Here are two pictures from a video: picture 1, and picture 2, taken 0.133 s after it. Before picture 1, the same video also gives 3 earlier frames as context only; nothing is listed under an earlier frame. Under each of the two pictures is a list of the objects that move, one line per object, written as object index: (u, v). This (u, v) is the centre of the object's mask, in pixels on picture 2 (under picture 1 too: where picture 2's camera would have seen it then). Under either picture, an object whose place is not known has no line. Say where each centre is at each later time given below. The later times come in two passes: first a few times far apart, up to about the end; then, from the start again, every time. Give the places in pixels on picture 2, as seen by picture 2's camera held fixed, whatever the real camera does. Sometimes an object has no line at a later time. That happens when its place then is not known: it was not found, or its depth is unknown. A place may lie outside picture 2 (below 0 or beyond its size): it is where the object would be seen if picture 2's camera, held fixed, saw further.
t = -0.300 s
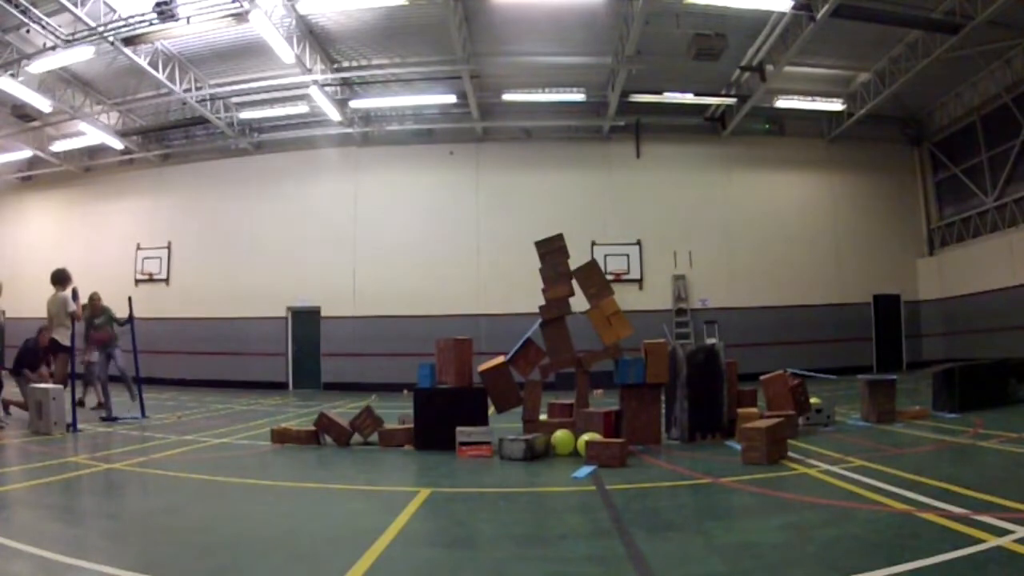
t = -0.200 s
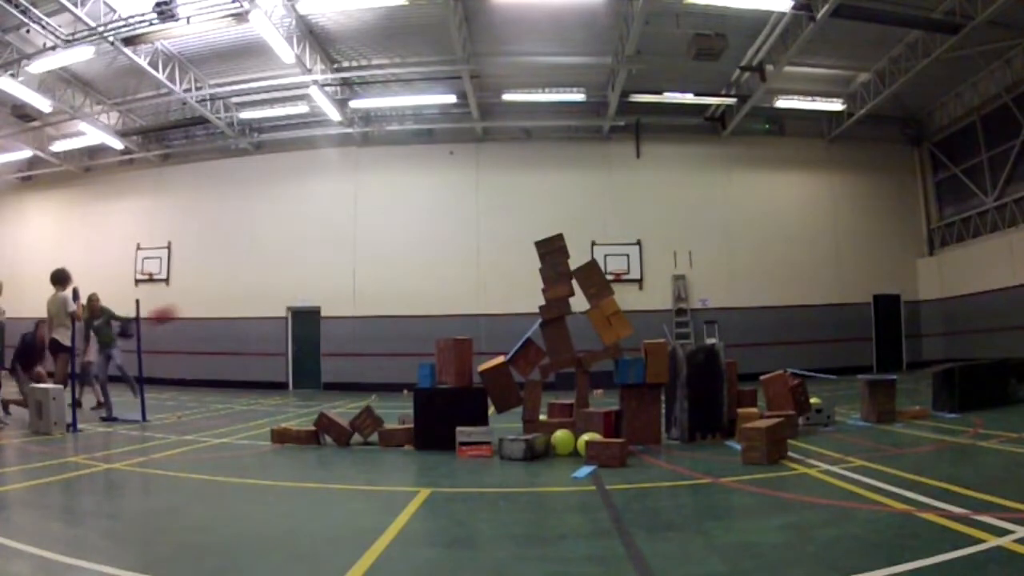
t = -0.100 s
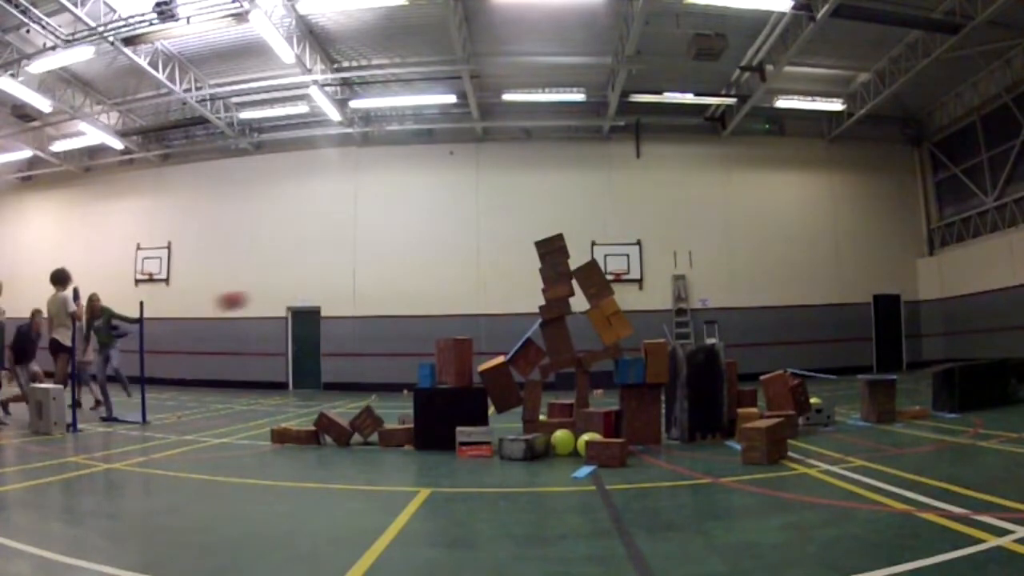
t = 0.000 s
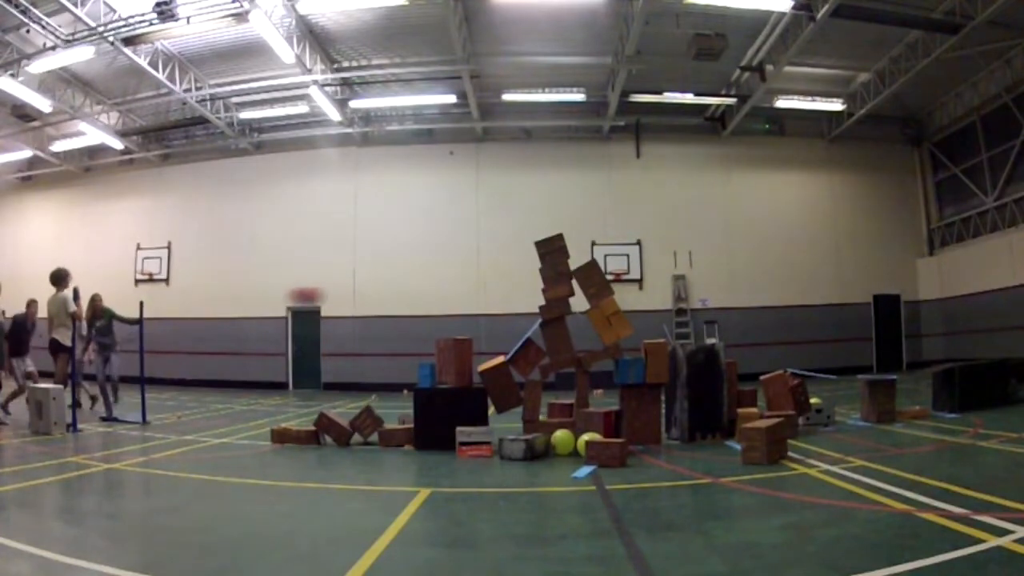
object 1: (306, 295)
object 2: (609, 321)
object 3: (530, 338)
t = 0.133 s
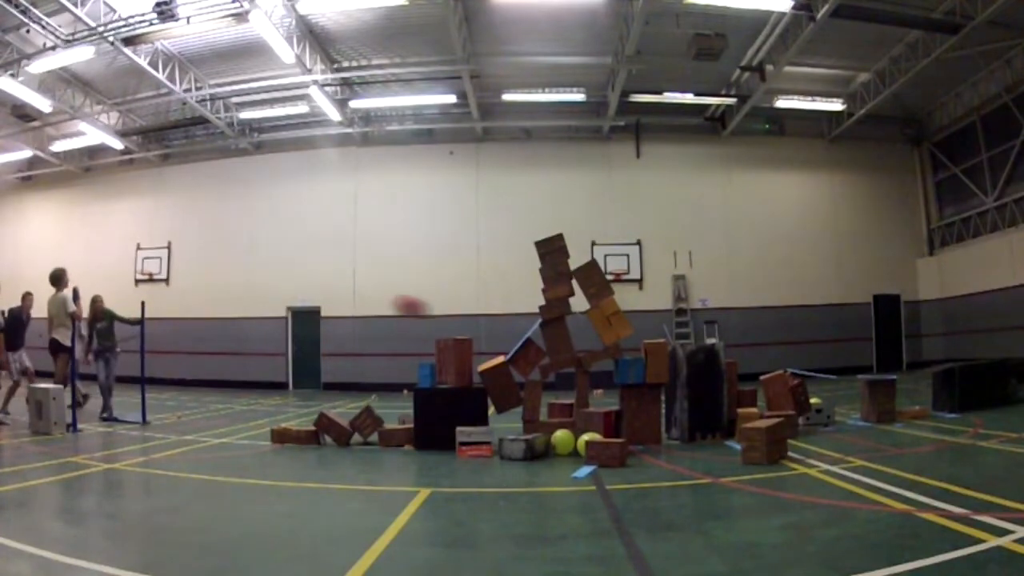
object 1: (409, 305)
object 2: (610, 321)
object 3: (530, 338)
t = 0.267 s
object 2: (610, 321)
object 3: (536, 334)
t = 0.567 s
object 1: (538, 269)
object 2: (611, 320)
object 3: (539, 337)
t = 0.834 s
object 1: (560, 284)
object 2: (610, 319)
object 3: (560, 373)
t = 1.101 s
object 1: (580, 367)
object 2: (608, 319)
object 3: (540, 382)
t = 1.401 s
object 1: (560, 367)
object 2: (602, 335)
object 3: (525, 406)
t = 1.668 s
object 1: (540, 409)
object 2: (595, 357)
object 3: (514, 426)
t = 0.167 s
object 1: (438, 312)
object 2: (610, 321)
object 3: (530, 338)
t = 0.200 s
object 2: (610, 321)
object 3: (530, 338)
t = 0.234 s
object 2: (610, 321)
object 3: (530, 338)
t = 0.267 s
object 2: (610, 321)
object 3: (536, 334)
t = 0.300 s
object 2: (610, 321)
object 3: (528, 339)
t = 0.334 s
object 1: (522, 315)
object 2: (610, 321)
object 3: (530, 333)
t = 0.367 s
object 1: (523, 304)
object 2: (610, 321)
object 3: (532, 331)
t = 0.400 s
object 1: (526, 296)
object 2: (611, 320)
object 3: (533, 331)
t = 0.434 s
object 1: (528, 288)
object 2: (611, 320)
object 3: (534, 331)
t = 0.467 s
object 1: (531, 282)
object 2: (611, 320)
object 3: (535, 332)
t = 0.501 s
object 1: (533, 277)
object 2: (611, 320)
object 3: (536, 333)
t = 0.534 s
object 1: (536, 273)
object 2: (611, 320)
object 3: (538, 335)
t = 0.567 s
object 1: (538, 269)
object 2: (611, 320)
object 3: (539, 337)
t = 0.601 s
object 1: (540, 267)
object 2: (611, 320)
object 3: (538, 340)
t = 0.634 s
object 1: (544, 265)
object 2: (611, 320)
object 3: (544, 339)
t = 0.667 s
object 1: (546, 264)
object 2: (611, 320)
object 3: (545, 339)
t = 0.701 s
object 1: (550, 266)
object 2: (610, 320)
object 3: (553, 346)
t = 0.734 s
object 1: (552, 269)
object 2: (610, 320)
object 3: (555, 351)
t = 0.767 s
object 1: (554, 272)
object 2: (610, 320)
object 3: (557, 358)
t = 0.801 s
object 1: (556, 277)
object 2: (610, 319)
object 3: (559, 364)
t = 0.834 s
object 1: (560, 284)
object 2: (610, 319)
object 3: (560, 373)
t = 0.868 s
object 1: (562, 289)
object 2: (610, 319)
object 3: (564, 377)
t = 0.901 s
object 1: (563, 296)
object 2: (610, 319)
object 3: (557, 381)
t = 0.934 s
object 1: (569, 305)
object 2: (610, 319)
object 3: (548, 381)
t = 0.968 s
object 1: (571, 317)
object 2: (609, 319)
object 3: (547, 381)
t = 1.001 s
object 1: (573, 328)
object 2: (609, 319)
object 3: (545, 381)
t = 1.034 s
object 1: (577, 341)
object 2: (609, 319)
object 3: (543, 381)
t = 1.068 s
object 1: (578, 355)
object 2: (609, 319)
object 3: (542, 381)
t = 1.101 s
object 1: (580, 367)
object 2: (608, 319)
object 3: (540, 382)
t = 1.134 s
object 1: (587, 385)
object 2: (608, 319)
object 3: (537, 381)
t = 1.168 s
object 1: (588, 397)
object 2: (608, 320)
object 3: (536, 385)
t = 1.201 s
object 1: (585, 394)
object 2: (608, 320)
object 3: (535, 388)
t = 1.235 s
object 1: (579, 383)
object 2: (607, 321)
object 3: (533, 390)
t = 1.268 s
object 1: (577, 378)
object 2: (607, 323)
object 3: (533, 392)
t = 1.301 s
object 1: (571, 371)
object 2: (606, 325)
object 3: (530, 395)
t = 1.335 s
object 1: (567, 368)
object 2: (605, 328)
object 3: (529, 399)
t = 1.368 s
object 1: (565, 367)
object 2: (604, 330)
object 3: (527, 402)
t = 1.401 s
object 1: (560, 367)
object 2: (602, 335)
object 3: (525, 406)
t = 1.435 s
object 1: (557, 368)
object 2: (599, 340)
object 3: (521, 408)
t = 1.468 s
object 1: (553, 370)
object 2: (597, 345)
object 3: (519, 409)
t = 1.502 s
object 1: (550, 373)
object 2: (594, 351)
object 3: (519, 413)
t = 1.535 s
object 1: (548, 378)
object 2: (593, 355)
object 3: (518, 416)
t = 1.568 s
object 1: (545, 384)
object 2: (593, 357)
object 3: (516, 419)
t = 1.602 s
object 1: (543, 391)
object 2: (594, 357)
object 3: (514, 421)
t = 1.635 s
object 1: (540, 399)
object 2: (594, 357)
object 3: (512, 424)
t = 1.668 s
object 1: (540, 409)
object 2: (595, 357)
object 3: (514, 426)
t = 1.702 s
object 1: (542, 417)
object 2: (595, 359)
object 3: (515, 430)
